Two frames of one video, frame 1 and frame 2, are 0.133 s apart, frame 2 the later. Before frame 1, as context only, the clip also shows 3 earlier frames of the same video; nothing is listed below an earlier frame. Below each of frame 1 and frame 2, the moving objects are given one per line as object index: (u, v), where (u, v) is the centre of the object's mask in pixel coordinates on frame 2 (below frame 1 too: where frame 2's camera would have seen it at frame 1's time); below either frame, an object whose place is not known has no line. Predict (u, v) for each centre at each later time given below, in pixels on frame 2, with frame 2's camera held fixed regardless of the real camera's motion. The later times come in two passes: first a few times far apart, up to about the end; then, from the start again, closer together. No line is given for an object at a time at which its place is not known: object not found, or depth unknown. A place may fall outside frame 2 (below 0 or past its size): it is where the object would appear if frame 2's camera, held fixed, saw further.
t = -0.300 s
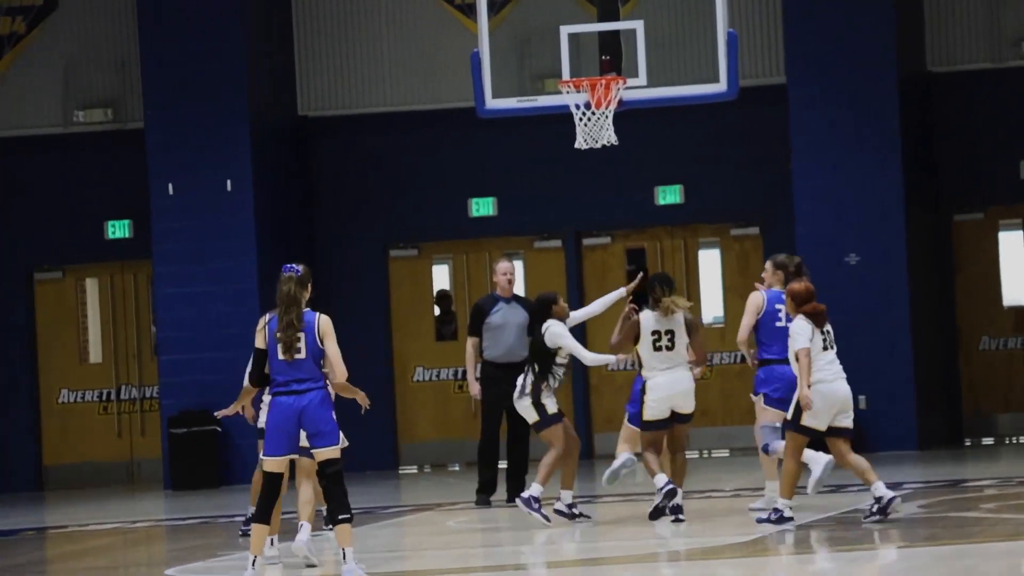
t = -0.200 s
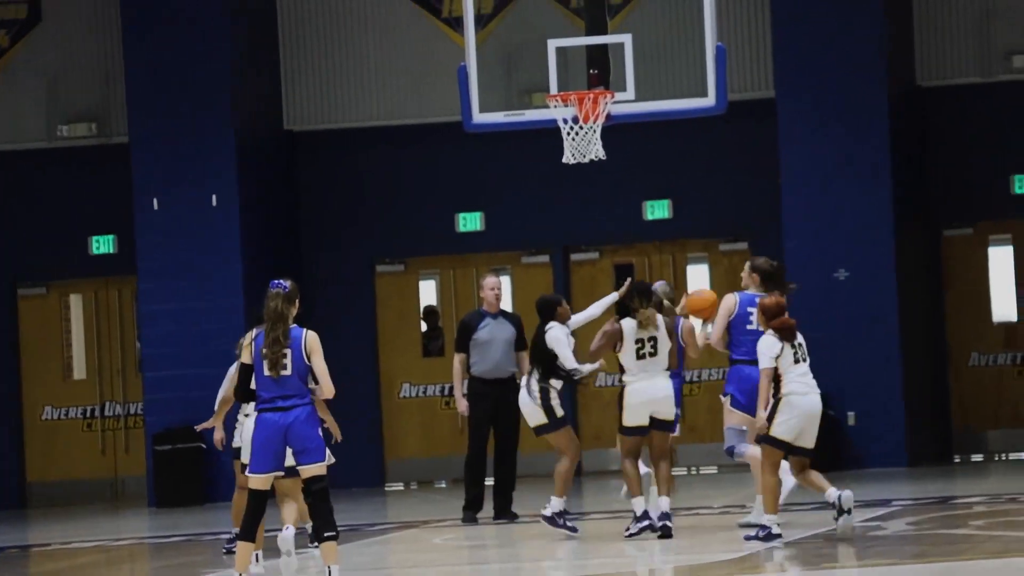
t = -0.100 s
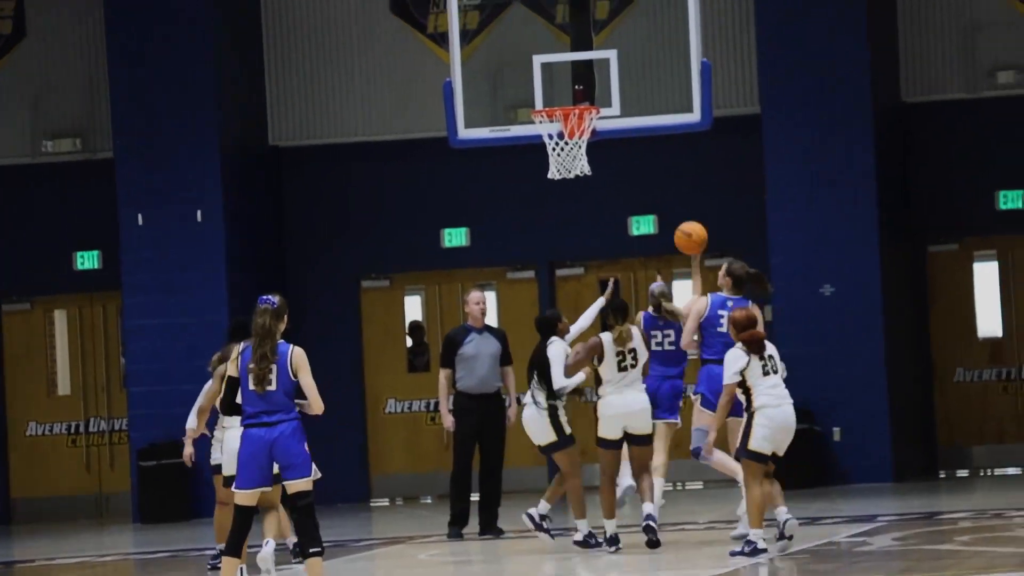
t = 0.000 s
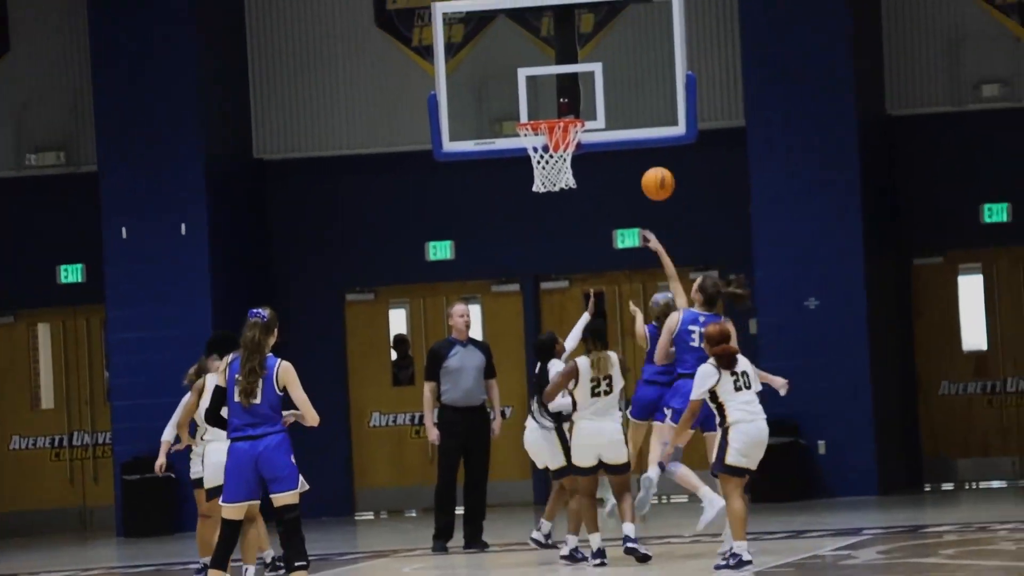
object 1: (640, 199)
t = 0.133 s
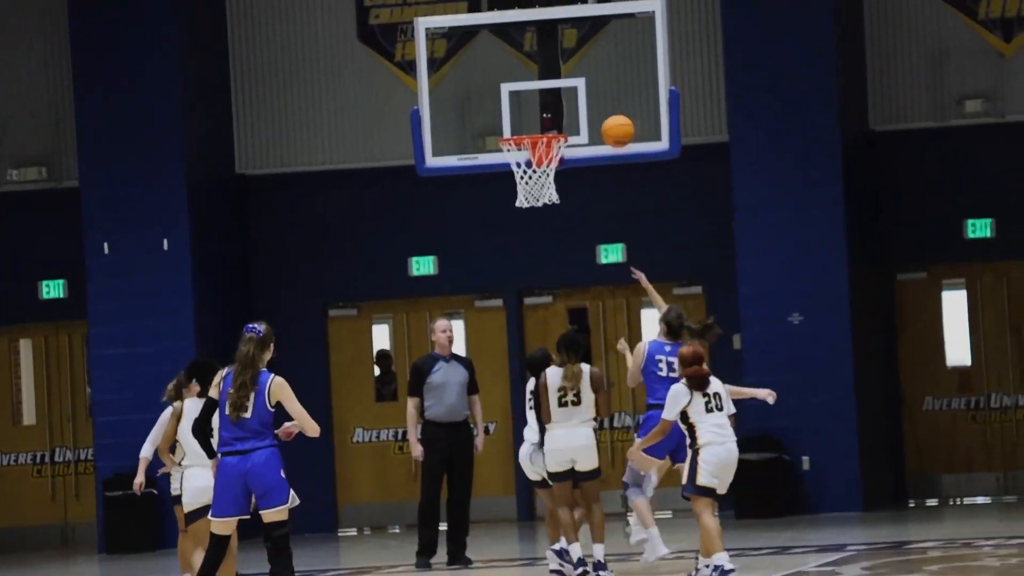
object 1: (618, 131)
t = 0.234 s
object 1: (602, 97)
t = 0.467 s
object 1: (574, 81)
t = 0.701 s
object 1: (546, 119)
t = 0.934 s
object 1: (526, 140)
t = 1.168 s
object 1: (557, 181)
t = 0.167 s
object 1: (612, 118)
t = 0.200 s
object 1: (607, 106)
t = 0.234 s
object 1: (602, 97)
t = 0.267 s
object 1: (597, 88)
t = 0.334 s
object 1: (588, 79)
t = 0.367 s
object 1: (584, 77)
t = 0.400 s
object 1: (581, 77)
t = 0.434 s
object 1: (577, 79)
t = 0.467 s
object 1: (574, 81)
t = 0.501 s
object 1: (571, 86)
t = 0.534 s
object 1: (567, 92)
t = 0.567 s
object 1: (564, 101)
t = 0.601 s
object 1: (561, 109)
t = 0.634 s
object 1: (557, 119)
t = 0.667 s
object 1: (553, 120)
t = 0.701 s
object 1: (546, 119)
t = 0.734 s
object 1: (540, 119)
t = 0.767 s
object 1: (534, 121)
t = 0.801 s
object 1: (528, 122)
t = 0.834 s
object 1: (522, 125)
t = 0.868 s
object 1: (516, 135)
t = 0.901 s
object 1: (519, 136)
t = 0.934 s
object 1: (526, 140)
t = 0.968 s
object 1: (529, 143)
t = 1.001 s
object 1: (535, 149)
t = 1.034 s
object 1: (541, 156)
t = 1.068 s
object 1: (548, 165)
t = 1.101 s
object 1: (552, 173)
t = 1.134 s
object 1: (555, 177)
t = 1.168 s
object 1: (557, 181)
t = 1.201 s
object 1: (558, 185)
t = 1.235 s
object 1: (559, 192)
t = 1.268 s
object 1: (557, 202)
